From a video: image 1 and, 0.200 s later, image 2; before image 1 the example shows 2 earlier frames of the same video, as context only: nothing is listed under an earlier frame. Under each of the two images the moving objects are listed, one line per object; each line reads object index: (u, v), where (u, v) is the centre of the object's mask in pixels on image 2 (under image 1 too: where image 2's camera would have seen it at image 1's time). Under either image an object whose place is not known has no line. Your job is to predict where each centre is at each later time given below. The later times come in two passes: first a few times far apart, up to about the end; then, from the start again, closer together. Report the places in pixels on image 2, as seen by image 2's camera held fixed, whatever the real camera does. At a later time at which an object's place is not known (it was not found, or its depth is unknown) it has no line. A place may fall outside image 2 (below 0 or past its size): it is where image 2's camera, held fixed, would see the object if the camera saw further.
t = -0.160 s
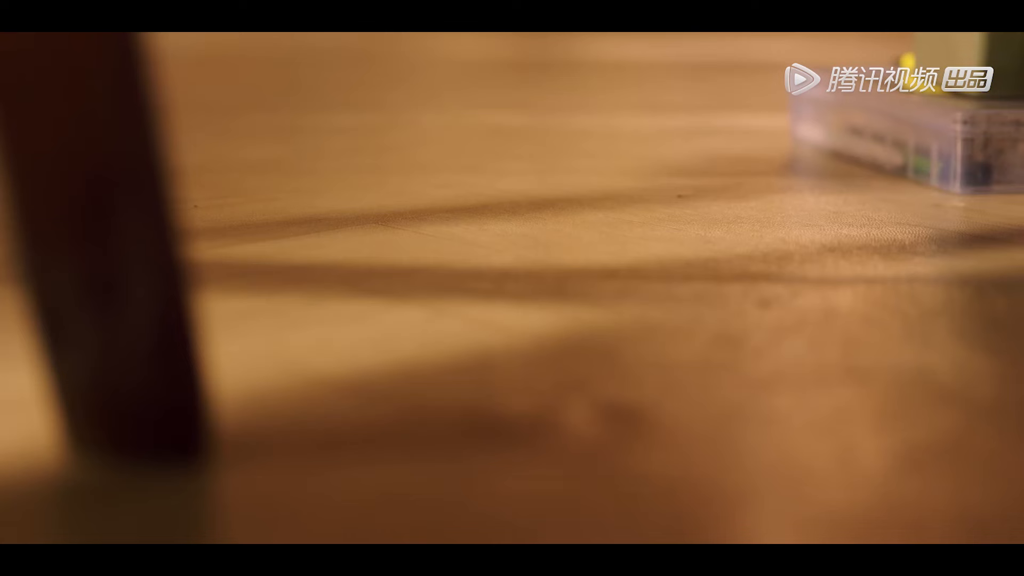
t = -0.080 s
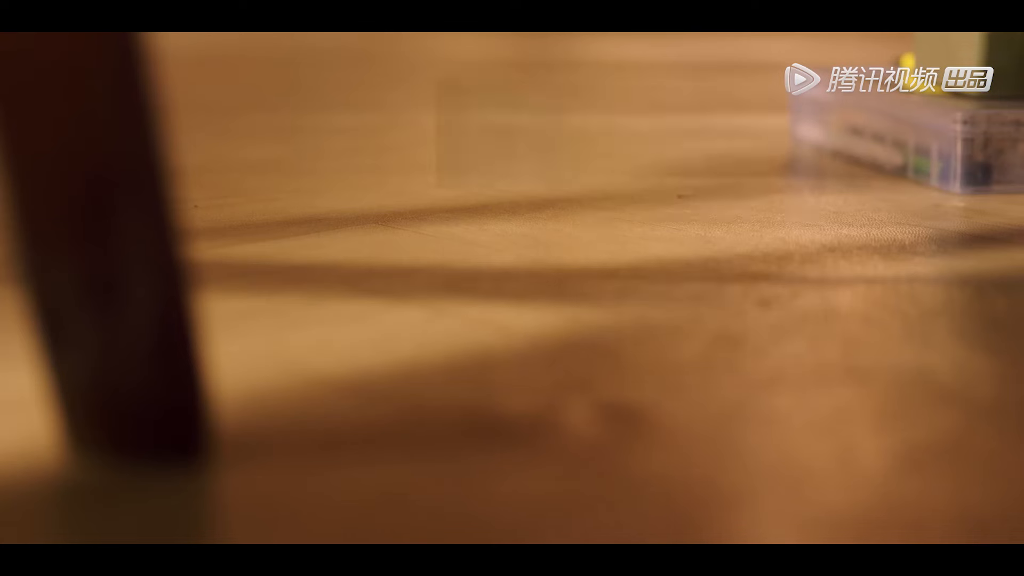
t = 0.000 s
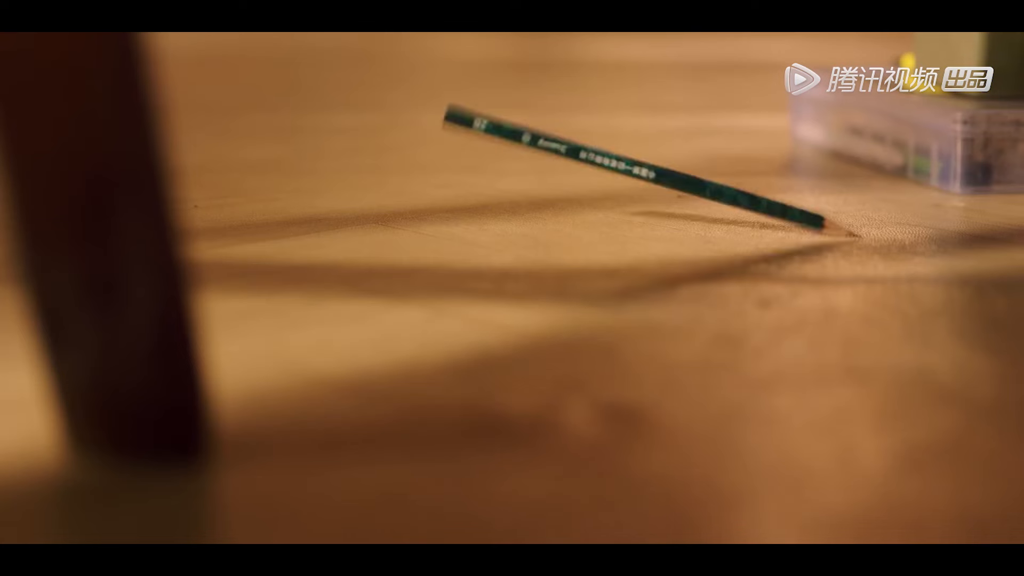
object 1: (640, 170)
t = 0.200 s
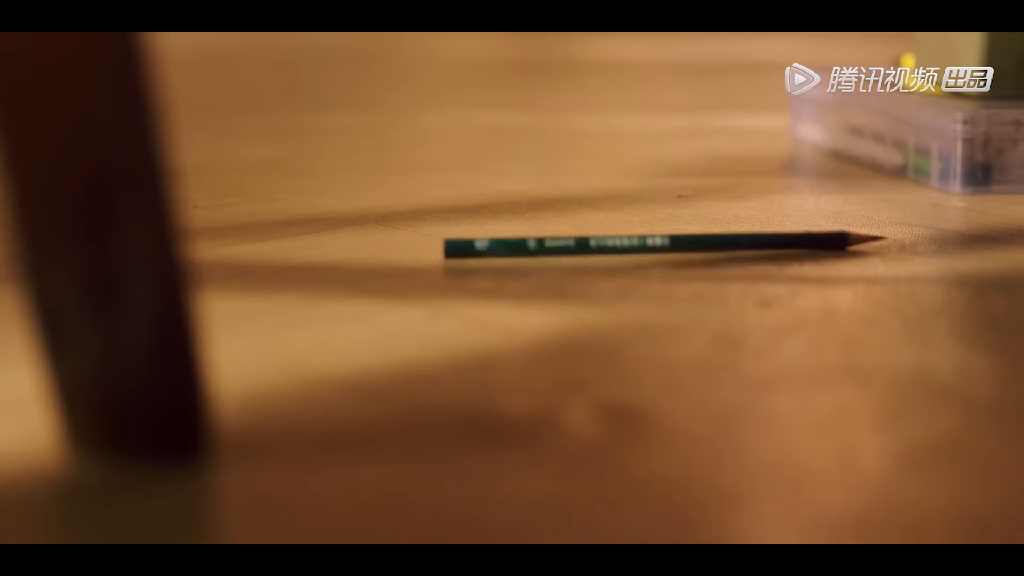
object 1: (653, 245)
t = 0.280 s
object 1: (656, 249)
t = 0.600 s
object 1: (660, 256)
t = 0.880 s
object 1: (663, 256)
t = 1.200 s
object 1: (663, 255)
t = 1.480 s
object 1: (663, 255)
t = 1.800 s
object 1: (663, 255)
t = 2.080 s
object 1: (663, 255)
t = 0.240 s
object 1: (655, 247)
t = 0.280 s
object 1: (656, 249)
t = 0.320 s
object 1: (656, 250)
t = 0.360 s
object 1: (657, 252)
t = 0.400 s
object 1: (659, 254)
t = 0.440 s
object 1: (659, 254)
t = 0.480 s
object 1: (657, 254)
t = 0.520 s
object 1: (660, 256)
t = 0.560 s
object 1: (661, 256)
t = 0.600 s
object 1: (660, 256)
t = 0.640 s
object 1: (659, 255)
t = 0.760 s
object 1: (661, 255)
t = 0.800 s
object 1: (661, 256)
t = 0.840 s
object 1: (662, 256)
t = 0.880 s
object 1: (663, 256)
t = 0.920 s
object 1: (662, 256)
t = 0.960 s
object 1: (663, 255)
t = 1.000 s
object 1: (663, 255)
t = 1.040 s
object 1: (663, 255)
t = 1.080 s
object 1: (663, 255)
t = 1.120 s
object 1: (663, 255)
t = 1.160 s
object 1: (663, 255)
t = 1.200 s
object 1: (663, 255)
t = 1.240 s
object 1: (663, 255)
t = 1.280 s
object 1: (663, 255)
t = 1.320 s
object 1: (663, 255)
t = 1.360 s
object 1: (663, 255)
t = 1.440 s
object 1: (663, 255)
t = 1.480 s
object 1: (663, 255)
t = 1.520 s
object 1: (663, 255)
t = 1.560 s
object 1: (661, 255)
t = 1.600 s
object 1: (663, 255)
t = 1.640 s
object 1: (663, 255)
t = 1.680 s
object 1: (663, 255)
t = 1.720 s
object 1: (663, 255)
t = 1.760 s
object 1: (663, 255)
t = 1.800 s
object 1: (663, 255)
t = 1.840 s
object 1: (663, 255)
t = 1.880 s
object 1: (663, 255)
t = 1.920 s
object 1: (663, 255)
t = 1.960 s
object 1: (663, 255)
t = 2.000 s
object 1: (663, 255)
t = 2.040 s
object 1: (663, 255)
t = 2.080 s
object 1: (663, 255)
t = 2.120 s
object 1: (663, 255)
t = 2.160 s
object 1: (663, 255)
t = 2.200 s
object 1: (663, 255)
